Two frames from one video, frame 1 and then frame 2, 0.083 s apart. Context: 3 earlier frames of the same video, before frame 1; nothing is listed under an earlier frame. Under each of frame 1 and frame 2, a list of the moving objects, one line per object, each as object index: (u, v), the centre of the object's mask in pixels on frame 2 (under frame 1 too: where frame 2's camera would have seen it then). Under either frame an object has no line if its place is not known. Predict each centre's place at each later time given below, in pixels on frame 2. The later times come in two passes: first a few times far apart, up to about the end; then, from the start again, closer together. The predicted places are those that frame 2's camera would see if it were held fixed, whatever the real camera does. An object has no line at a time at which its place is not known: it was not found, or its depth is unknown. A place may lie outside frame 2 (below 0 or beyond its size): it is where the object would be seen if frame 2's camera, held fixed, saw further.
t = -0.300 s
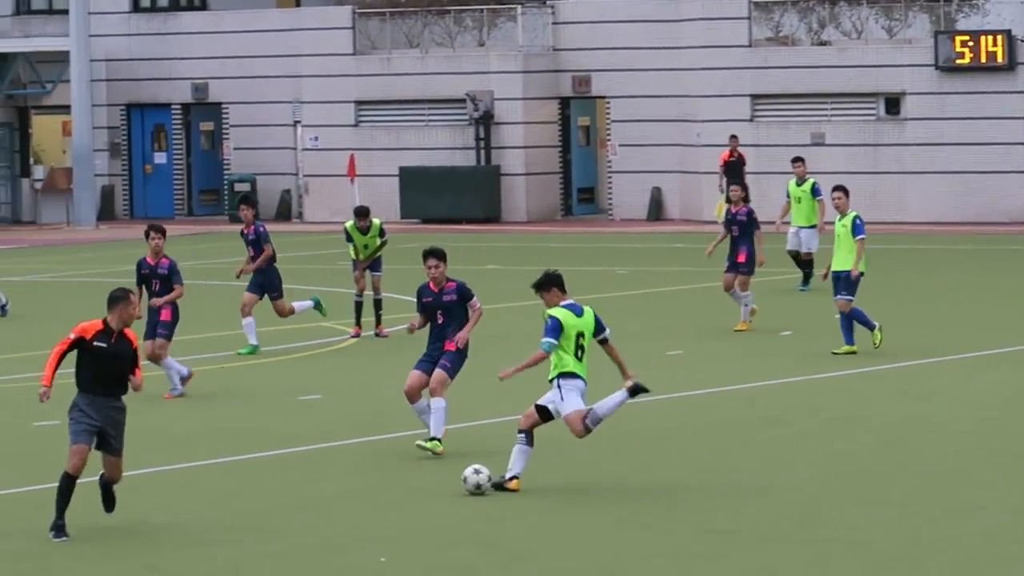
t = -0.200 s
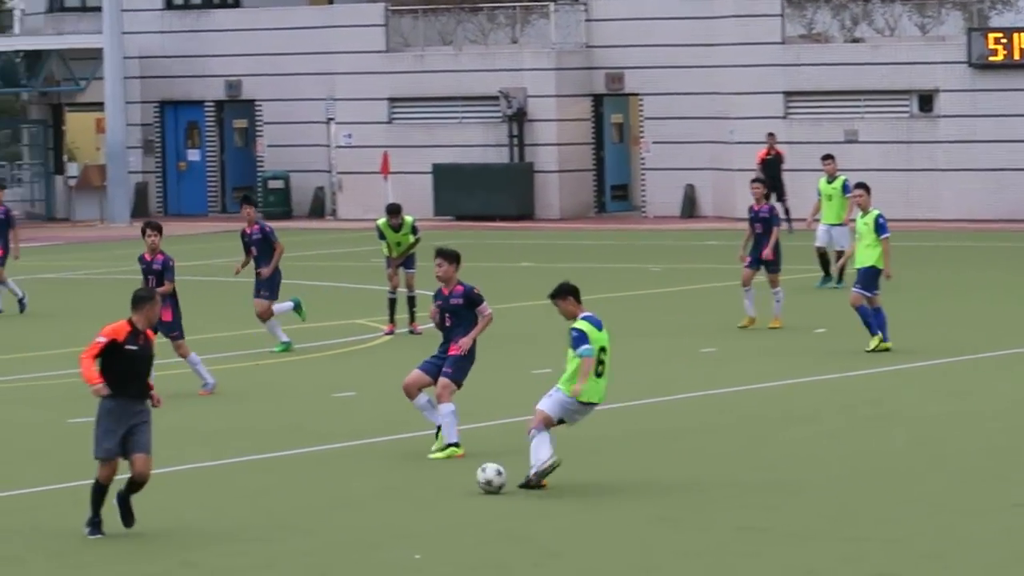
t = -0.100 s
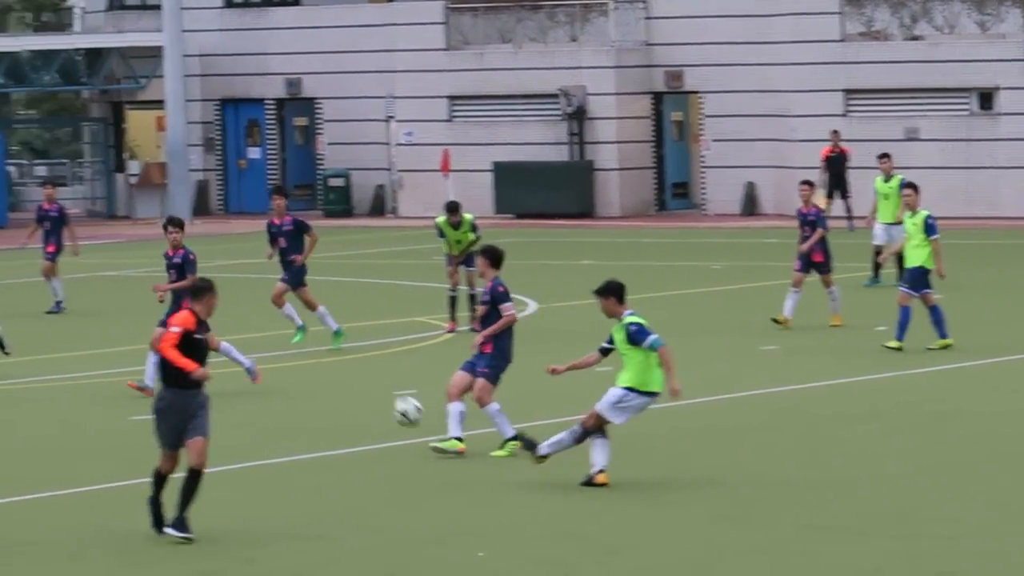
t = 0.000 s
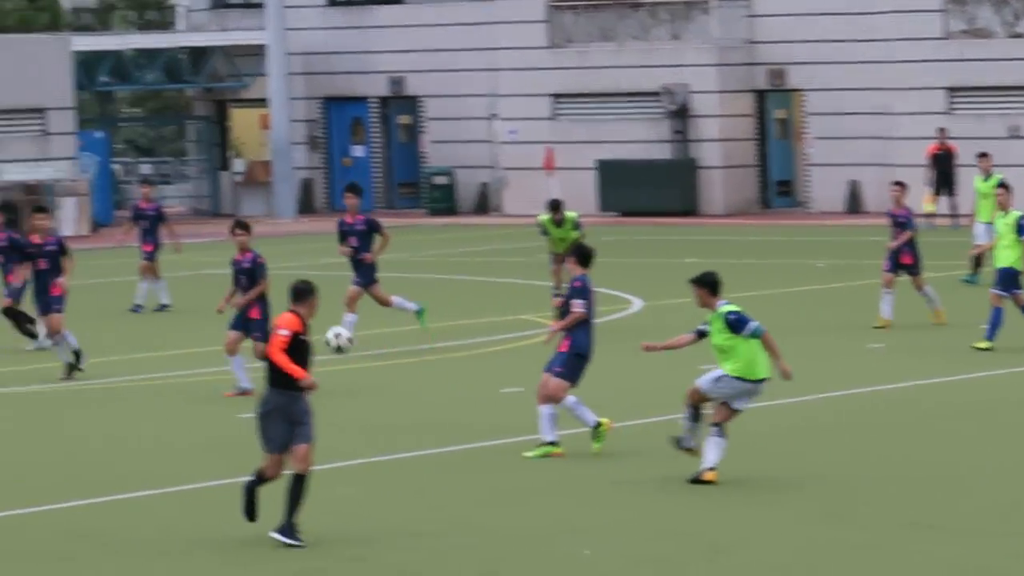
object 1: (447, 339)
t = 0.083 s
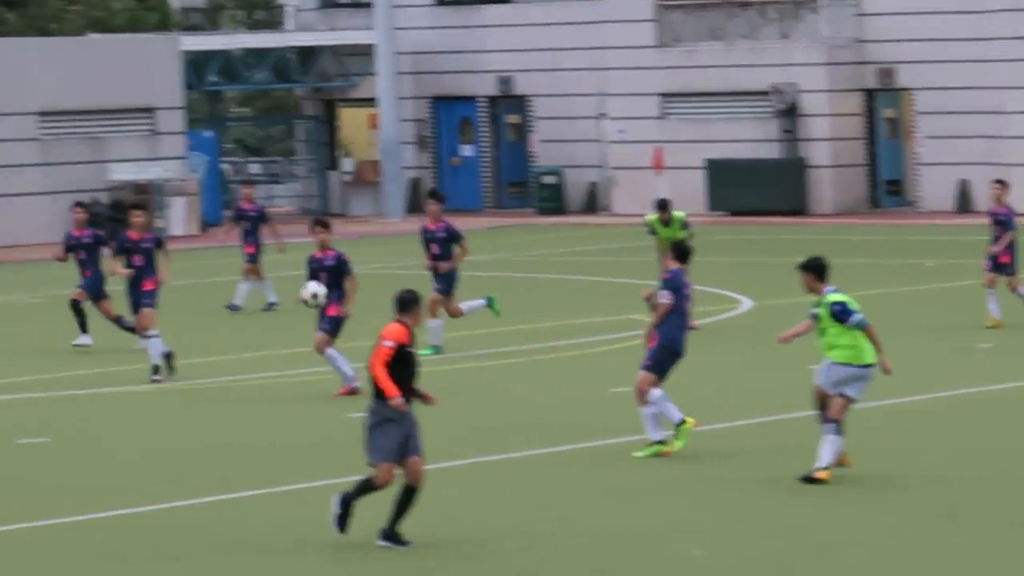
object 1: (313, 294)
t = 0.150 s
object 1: (216, 265)
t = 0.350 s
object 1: (-46, 211)
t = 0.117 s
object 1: (264, 279)
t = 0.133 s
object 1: (240, 272)
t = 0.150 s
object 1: (216, 265)
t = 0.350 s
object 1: (-46, 211)
